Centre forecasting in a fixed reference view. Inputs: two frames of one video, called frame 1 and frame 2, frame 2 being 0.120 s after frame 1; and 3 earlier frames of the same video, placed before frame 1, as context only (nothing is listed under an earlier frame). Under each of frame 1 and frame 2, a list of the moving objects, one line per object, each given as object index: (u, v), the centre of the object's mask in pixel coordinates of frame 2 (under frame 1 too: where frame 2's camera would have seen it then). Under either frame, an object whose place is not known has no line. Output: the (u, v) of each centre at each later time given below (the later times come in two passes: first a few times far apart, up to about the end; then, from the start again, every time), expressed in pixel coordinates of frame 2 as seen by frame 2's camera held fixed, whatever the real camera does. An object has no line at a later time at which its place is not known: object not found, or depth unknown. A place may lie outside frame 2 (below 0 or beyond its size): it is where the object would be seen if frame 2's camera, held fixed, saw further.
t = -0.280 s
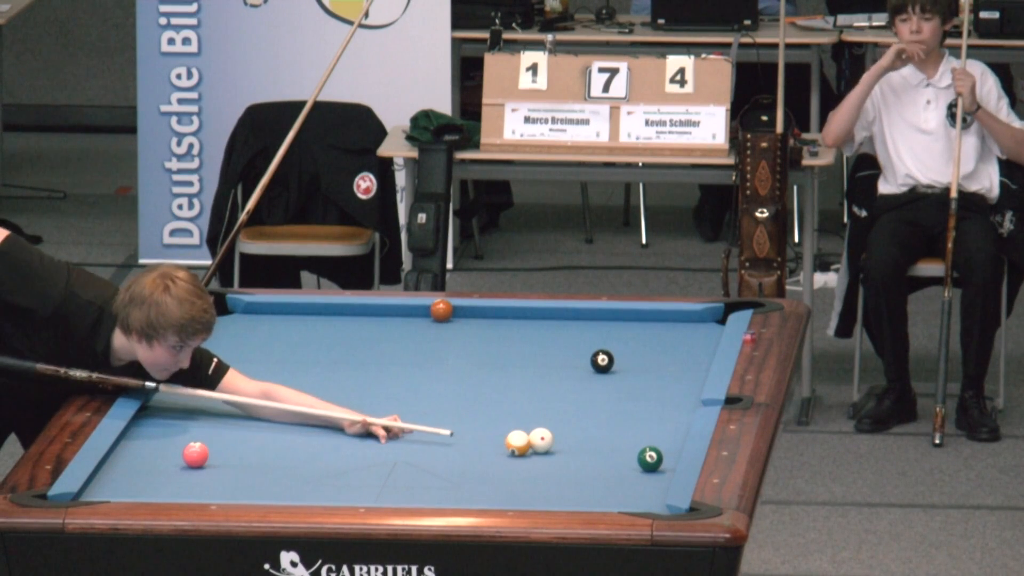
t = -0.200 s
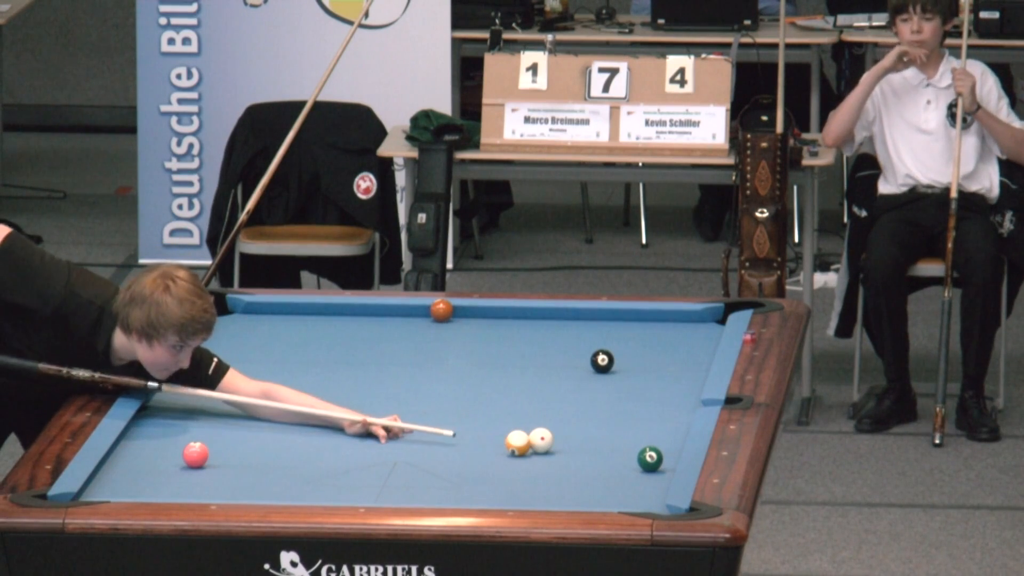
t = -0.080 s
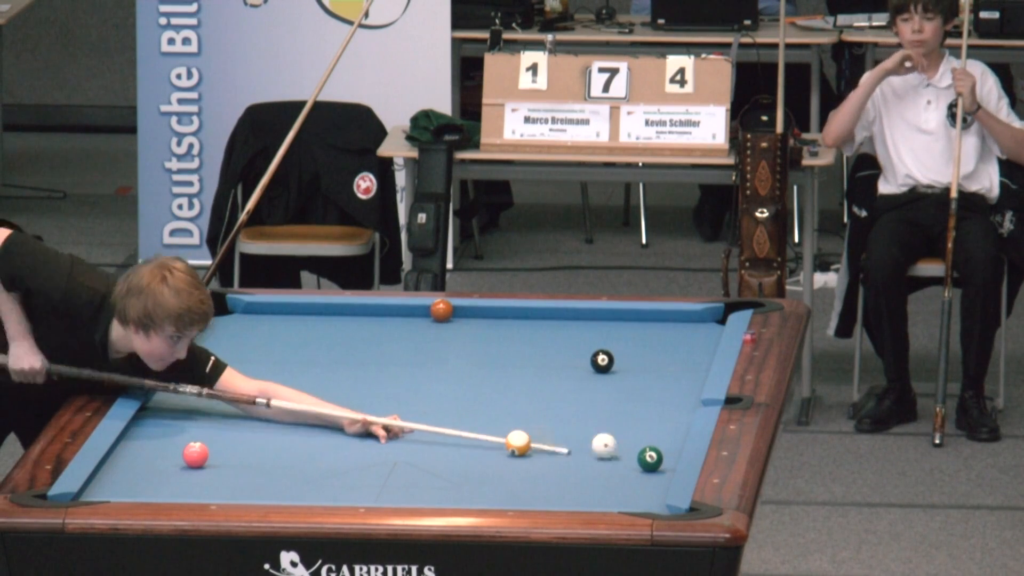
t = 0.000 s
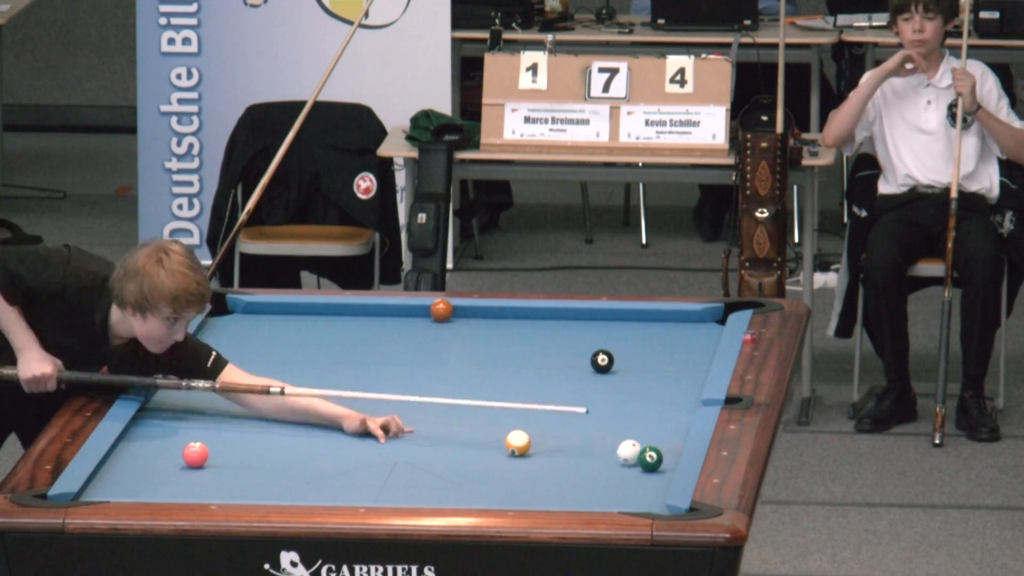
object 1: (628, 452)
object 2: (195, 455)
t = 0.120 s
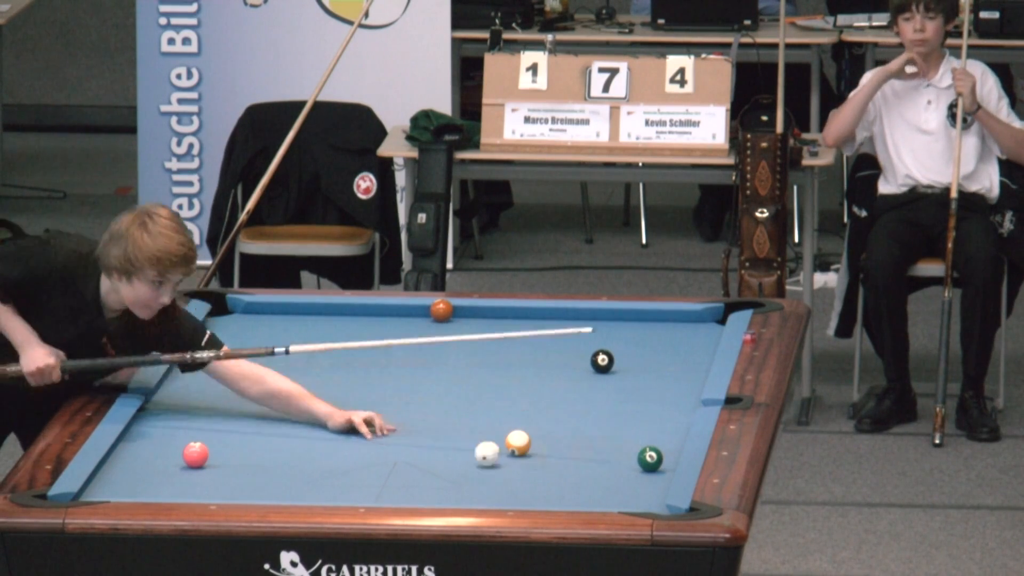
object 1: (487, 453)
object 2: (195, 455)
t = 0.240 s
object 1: (361, 455)
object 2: (195, 455)
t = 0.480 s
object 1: (214, 459)
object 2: (139, 453)
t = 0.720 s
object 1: (163, 465)
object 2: (197, 454)
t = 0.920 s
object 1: (118, 469)
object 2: (269, 455)
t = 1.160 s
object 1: (123, 475)
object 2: (353, 457)
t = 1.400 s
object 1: (144, 479)
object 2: (435, 459)
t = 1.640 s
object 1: (163, 483)
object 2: (515, 460)
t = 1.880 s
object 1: (181, 486)
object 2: (592, 462)
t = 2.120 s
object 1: (197, 487)
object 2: (659, 465)
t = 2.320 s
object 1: (210, 489)
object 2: (643, 467)
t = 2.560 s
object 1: (222, 491)
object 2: (610, 469)
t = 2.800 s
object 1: (234, 492)
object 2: (580, 472)
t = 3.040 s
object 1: (243, 494)
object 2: (552, 474)
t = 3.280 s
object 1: (252, 494)
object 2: (526, 475)
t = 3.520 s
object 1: (259, 495)
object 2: (502, 477)
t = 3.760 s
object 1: (265, 496)
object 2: (481, 478)
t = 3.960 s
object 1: (268, 496)
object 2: (464, 480)
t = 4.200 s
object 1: (270, 496)
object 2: (446, 481)
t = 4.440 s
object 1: (270, 496)
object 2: (429, 482)
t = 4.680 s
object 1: (269, 496)
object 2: (415, 483)
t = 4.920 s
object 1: (269, 496)
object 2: (402, 484)
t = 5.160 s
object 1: (269, 496)
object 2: (392, 484)
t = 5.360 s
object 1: (269, 496)
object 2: (385, 485)
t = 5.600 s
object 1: (269, 496)
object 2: (378, 485)
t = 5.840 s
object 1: (269, 496)
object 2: (373, 485)
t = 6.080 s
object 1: (269, 496)
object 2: (371, 485)
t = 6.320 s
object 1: (269, 496)
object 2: (369, 485)
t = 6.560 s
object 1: (269, 496)
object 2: (370, 485)
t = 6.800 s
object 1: (269, 496)
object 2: (370, 485)
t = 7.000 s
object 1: (269, 496)
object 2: (370, 485)
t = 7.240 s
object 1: (269, 496)
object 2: (370, 485)
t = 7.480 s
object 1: (269, 496)
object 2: (370, 485)
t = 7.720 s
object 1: (269, 496)
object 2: (370, 485)
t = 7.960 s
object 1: (269, 496)
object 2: (370, 485)
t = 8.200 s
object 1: (269, 496)
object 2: (370, 485)
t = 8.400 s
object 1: (269, 496)
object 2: (370, 485)
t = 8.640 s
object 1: (269, 496)
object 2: (370, 485)
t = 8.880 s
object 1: (269, 496)
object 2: (370, 485)
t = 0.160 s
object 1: (443, 454)
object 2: (195, 455)
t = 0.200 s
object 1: (401, 454)
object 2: (195, 455)
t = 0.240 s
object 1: (361, 455)
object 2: (195, 455)
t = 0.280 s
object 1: (323, 455)
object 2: (195, 455)
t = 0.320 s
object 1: (287, 455)
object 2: (195, 455)
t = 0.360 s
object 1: (253, 456)
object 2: (195, 455)
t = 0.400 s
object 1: (220, 456)
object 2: (195, 455)
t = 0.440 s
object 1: (218, 457)
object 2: (167, 454)
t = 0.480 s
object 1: (214, 459)
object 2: (139, 453)
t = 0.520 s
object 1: (208, 460)
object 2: (121, 452)
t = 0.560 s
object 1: (200, 461)
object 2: (137, 453)
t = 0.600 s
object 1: (190, 462)
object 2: (153, 453)
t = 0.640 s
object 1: (182, 463)
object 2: (165, 451)
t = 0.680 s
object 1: (172, 463)
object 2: (185, 451)
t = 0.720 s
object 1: (163, 465)
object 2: (197, 454)
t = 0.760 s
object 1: (154, 466)
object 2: (212, 454)
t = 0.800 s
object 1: (145, 467)
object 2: (226, 454)
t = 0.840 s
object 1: (136, 468)
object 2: (241, 454)
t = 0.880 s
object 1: (127, 469)
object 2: (255, 455)
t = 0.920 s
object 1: (118, 469)
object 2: (269, 455)
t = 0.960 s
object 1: (109, 471)
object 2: (283, 455)
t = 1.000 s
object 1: (108, 471)
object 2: (298, 456)
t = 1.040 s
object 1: (112, 473)
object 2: (312, 456)
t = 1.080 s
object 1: (116, 473)
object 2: (326, 456)
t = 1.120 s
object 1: (120, 474)
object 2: (340, 456)
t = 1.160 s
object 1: (123, 475)
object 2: (353, 457)
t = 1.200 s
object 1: (127, 475)
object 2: (367, 457)
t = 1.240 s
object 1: (130, 476)
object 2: (381, 457)
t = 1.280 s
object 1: (134, 477)
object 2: (394, 458)
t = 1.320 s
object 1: (137, 477)
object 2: (408, 458)
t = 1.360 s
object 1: (140, 478)
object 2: (422, 458)
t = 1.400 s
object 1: (144, 479)
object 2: (435, 459)
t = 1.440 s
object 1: (147, 479)
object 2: (449, 459)
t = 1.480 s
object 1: (151, 480)
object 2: (462, 459)
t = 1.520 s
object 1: (154, 481)
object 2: (475, 460)
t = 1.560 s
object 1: (157, 482)
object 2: (488, 460)
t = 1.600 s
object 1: (160, 482)
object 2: (501, 460)
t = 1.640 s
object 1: (163, 483)
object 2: (515, 460)
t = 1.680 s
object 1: (166, 483)
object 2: (528, 461)
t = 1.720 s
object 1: (169, 484)
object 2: (541, 461)
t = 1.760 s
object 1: (172, 484)
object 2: (553, 461)
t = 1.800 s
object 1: (175, 485)
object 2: (566, 461)
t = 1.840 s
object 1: (178, 485)
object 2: (579, 462)
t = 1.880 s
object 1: (181, 486)
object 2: (592, 462)
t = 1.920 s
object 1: (184, 486)
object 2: (604, 462)
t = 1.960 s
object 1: (186, 486)
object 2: (617, 463)
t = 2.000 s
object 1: (189, 487)
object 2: (629, 463)
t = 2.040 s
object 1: (192, 487)
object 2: (640, 463)
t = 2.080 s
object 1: (195, 487)
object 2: (650, 464)
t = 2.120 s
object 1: (197, 487)
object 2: (659, 465)
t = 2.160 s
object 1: (200, 488)
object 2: (664, 466)
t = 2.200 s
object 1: (202, 488)
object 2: (659, 467)
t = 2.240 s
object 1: (204, 488)
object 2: (653, 467)
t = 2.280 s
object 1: (207, 489)
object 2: (648, 467)
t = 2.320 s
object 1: (210, 489)
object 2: (643, 467)
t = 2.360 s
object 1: (212, 490)
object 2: (637, 468)
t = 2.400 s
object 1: (214, 490)
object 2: (632, 468)
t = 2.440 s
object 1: (216, 490)
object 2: (626, 469)
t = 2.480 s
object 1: (218, 491)
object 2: (621, 469)
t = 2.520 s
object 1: (220, 491)
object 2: (616, 469)
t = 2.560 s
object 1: (222, 491)
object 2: (610, 469)
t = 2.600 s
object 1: (224, 492)
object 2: (605, 470)
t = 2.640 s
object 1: (226, 492)
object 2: (600, 470)
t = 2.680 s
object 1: (228, 492)
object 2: (595, 471)
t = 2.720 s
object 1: (230, 492)
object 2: (590, 471)
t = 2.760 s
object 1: (232, 492)
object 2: (585, 471)
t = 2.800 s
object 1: (234, 492)
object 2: (580, 472)
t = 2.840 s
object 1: (235, 492)
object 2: (576, 472)
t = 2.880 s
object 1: (237, 493)
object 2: (571, 472)
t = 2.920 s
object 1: (239, 493)
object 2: (566, 473)
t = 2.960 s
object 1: (241, 493)
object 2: (562, 473)
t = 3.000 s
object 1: (242, 494)
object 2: (557, 473)
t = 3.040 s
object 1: (243, 494)
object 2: (552, 474)
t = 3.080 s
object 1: (245, 494)
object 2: (548, 474)
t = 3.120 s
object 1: (246, 494)
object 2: (544, 474)
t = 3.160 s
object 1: (248, 494)
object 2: (539, 474)
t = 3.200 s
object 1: (250, 494)
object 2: (535, 475)
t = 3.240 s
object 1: (251, 494)
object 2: (531, 475)
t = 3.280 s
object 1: (252, 494)
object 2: (526, 475)
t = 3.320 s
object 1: (254, 495)
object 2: (523, 475)
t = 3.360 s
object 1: (255, 495)
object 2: (518, 476)
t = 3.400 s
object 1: (256, 495)
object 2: (514, 476)
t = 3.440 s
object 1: (257, 495)
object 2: (510, 476)
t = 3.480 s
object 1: (258, 495)
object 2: (506, 477)
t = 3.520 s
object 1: (259, 495)
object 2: (502, 477)
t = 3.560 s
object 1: (260, 495)
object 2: (499, 477)
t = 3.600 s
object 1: (261, 495)
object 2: (495, 477)
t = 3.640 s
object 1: (262, 495)
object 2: (491, 477)
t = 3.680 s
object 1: (263, 495)
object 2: (488, 478)
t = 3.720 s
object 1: (264, 496)
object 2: (484, 478)
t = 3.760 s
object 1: (265, 496)
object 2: (481, 478)
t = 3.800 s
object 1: (265, 496)
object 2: (477, 479)
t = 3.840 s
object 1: (266, 496)
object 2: (474, 479)
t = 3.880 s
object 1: (267, 496)
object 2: (471, 479)
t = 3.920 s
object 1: (267, 496)
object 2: (467, 479)
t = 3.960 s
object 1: (268, 496)
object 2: (464, 480)
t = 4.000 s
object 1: (268, 496)
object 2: (461, 480)
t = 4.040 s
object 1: (269, 496)
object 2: (458, 480)
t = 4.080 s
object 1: (269, 496)
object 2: (455, 480)
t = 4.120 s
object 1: (269, 496)
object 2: (452, 480)
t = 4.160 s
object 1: (270, 496)
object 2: (449, 481)
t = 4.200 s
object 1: (270, 496)
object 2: (446, 481)
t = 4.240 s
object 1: (270, 496)
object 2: (443, 481)
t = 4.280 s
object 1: (270, 496)
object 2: (440, 481)
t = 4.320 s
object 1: (270, 496)
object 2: (437, 481)
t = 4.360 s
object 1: (270, 496)
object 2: (434, 481)
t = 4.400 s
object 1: (270, 496)
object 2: (432, 482)
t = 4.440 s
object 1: (270, 496)
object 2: (429, 482)
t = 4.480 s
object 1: (270, 496)
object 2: (426, 482)
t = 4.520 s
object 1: (270, 496)
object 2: (424, 482)
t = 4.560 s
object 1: (269, 496)
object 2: (422, 482)
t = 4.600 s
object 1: (269, 496)
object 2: (419, 482)
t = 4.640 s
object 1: (269, 496)
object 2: (417, 483)
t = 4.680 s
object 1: (269, 496)
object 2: (415, 483)
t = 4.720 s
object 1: (269, 496)
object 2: (413, 483)
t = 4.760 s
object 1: (269, 496)
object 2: (410, 483)
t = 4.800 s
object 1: (269, 496)
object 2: (408, 483)
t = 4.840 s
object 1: (269, 496)
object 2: (407, 483)
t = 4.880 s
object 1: (269, 496)
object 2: (404, 483)
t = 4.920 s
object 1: (269, 496)
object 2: (402, 484)
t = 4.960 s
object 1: (269, 496)
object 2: (401, 484)
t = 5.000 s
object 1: (269, 496)
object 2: (399, 484)
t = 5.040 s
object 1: (269, 496)
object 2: (397, 484)
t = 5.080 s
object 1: (269, 496)
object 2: (395, 484)
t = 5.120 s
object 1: (269, 496)
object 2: (394, 484)
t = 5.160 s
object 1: (269, 496)
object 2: (392, 484)
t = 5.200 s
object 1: (269, 496)
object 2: (391, 484)
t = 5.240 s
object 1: (269, 496)
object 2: (389, 484)
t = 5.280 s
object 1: (269, 496)
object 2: (388, 484)
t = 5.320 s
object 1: (269, 496)
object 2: (386, 485)
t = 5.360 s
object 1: (269, 496)
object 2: (385, 485)
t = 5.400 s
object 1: (269, 496)
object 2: (384, 485)
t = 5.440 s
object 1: (269, 496)
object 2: (383, 485)
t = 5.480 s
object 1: (269, 496)
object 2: (381, 485)
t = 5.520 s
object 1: (269, 496)
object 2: (380, 485)
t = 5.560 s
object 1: (269, 496)
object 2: (379, 485)
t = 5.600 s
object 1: (269, 496)
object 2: (378, 485)
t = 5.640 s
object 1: (269, 496)
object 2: (377, 485)
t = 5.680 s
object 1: (269, 496)
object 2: (377, 485)
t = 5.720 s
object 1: (269, 496)
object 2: (376, 485)
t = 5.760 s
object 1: (269, 496)
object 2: (375, 485)
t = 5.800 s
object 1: (269, 496)
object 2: (374, 485)
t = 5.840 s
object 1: (269, 496)
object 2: (373, 485)
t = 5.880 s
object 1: (269, 496)
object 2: (373, 485)
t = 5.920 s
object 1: (269, 496)
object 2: (373, 485)
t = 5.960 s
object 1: (269, 496)
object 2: (372, 485)
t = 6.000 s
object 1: (269, 496)
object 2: (372, 485)
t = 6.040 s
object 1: (269, 496)
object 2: (371, 485)
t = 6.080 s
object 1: (269, 496)
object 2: (371, 485)
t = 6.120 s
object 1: (269, 496)
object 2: (370, 485)
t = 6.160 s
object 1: (269, 496)
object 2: (370, 485)
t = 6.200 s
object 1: (269, 496)
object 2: (370, 485)
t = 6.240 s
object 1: (269, 496)
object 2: (369, 485)
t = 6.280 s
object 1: (269, 496)
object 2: (370, 485)
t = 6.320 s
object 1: (269, 496)
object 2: (369, 485)
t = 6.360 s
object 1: (269, 496)
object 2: (370, 485)
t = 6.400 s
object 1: (270, 496)
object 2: (370, 485)
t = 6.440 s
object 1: (270, 496)
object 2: (370, 485)
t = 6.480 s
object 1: (270, 496)
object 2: (370, 485)
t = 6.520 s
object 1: (269, 496)
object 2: (369, 485)
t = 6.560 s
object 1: (269, 496)
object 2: (370, 485)
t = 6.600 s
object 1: (270, 496)
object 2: (370, 485)
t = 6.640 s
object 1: (269, 496)
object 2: (370, 485)
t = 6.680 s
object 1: (269, 496)
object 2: (370, 485)
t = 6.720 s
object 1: (270, 496)
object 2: (370, 485)
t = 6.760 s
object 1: (269, 496)
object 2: (370, 485)
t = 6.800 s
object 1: (269, 496)
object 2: (370, 485)
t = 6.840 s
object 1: (269, 496)
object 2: (370, 485)
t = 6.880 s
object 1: (269, 496)
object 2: (370, 485)
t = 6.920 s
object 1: (269, 496)
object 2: (370, 485)
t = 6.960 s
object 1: (269, 496)
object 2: (370, 485)
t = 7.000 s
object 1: (269, 496)
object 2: (370, 485)
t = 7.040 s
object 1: (270, 496)
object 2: (370, 485)
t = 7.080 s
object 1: (270, 496)
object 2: (370, 485)
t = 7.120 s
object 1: (270, 496)
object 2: (370, 485)
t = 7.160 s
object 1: (270, 496)
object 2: (370, 485)
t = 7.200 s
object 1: (269, 496)
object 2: (370, 485)
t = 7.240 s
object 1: (269, 496)
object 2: (370, 485)
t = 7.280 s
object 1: (269, 496)
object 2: (370, 485)
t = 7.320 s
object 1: (269, 496)
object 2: (370, 485)
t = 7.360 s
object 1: (269, 496)
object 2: (370, 485)
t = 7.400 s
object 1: (269, 496)
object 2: (370, 485)
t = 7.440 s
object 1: (269, 496)
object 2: (370, 485)
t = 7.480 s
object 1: (269, 496)
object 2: (370, 485)
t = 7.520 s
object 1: (269, 496)
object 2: (370, 485)
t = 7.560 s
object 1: (269, 496)
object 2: (370, 485)
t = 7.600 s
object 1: (269, 496)
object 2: (370, 485)
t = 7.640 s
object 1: (269, 496)
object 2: (370, 485)
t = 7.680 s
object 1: (269, 496)
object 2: (370, 485)
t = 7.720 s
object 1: (269, 496)
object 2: (370, 485)
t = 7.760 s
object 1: (269, 496)
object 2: (370, 485)
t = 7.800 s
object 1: (269, 496)
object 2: (370, 485)
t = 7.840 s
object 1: (269, 496)
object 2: (370, 485)
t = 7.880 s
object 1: (269, 496)
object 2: (370, 485)
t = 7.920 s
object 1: (269, 496)
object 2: (370, 485)
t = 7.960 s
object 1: (269, 496)
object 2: (370, 485)
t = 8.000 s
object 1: (269, 496)
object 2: (370, 485)
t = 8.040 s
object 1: (269, 496)
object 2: (370, 485)
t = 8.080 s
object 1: (269, 496)
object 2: (370, 485)
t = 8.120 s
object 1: (269, 496)
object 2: (370, 485)
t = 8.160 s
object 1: (269, 496)
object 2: (370, 485)
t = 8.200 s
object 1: (269, 496)
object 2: (370, 485)
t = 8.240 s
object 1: (269, 496)
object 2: (370, 485)
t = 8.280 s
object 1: (269, 496)
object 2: (370, 485)
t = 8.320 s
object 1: (269, 496)
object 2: (370, 485)
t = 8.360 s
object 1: (269, 496)
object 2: (370, 485)
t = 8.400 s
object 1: (269, 496)
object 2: (370, 485)
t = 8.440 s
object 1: (269, 496)
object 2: (370, 485)
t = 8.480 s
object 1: (269, 496)
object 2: (370, 485)
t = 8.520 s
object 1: (269, 496)
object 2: (370, 485)
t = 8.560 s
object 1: (269, 496)
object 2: (370, 485)
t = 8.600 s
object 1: (269, 496)
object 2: (370, 485)
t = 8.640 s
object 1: (269, 496)
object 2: (370, 485)
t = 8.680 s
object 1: (269, 496)
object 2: (370, 485)
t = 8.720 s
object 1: (269, 496)
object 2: (370, 485)
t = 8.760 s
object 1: (269, 496)
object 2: (370, 485)
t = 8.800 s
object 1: (269, 496)
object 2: (370, 485)
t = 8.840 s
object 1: (269, 496)
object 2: (370, 485)
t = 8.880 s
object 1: (269, 496)
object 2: (370, 485)
